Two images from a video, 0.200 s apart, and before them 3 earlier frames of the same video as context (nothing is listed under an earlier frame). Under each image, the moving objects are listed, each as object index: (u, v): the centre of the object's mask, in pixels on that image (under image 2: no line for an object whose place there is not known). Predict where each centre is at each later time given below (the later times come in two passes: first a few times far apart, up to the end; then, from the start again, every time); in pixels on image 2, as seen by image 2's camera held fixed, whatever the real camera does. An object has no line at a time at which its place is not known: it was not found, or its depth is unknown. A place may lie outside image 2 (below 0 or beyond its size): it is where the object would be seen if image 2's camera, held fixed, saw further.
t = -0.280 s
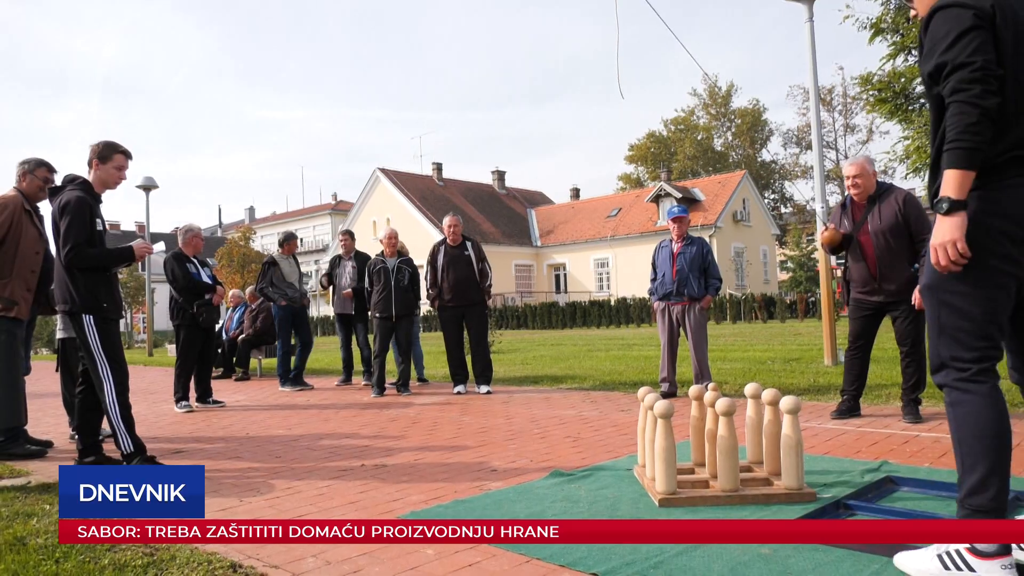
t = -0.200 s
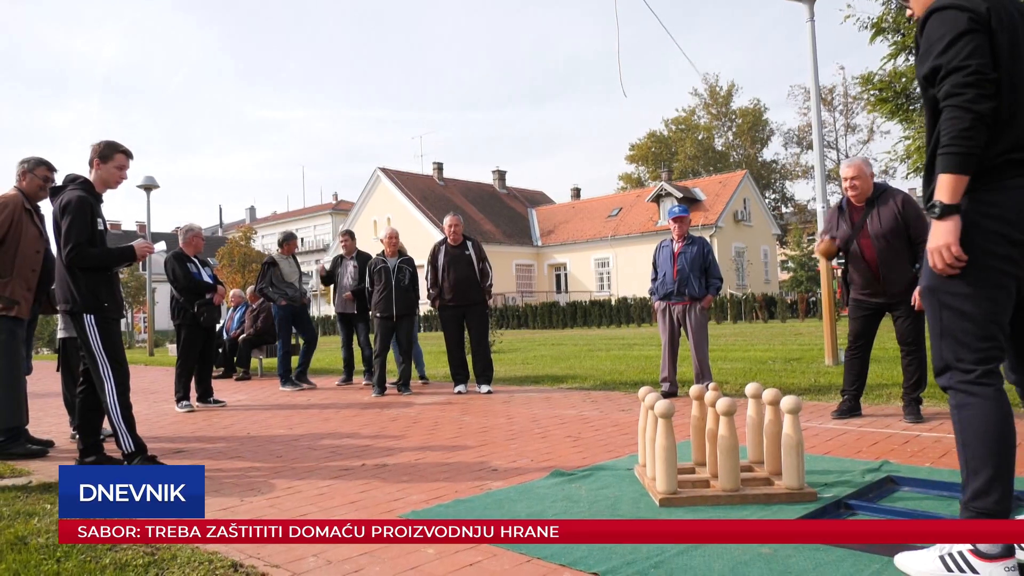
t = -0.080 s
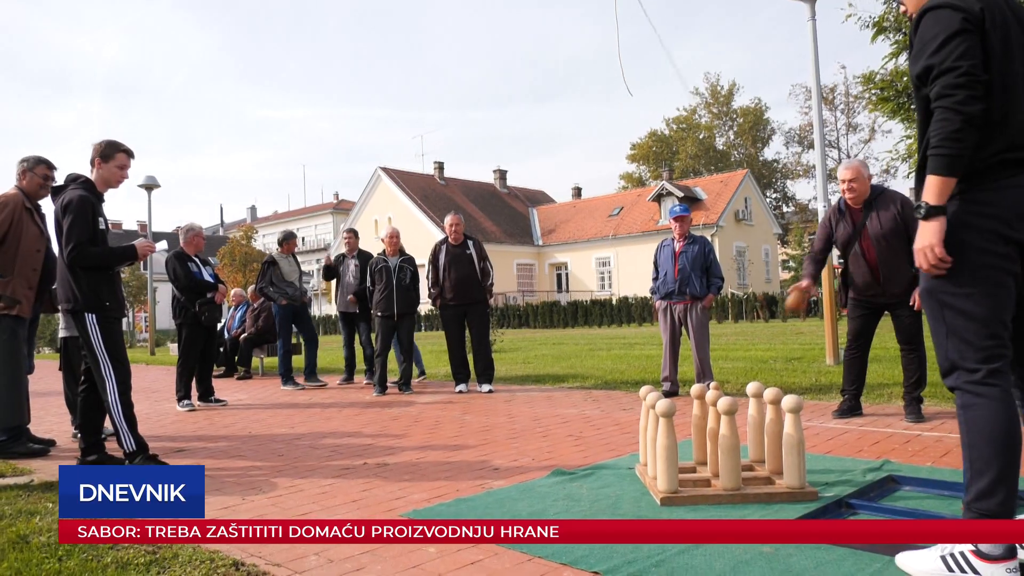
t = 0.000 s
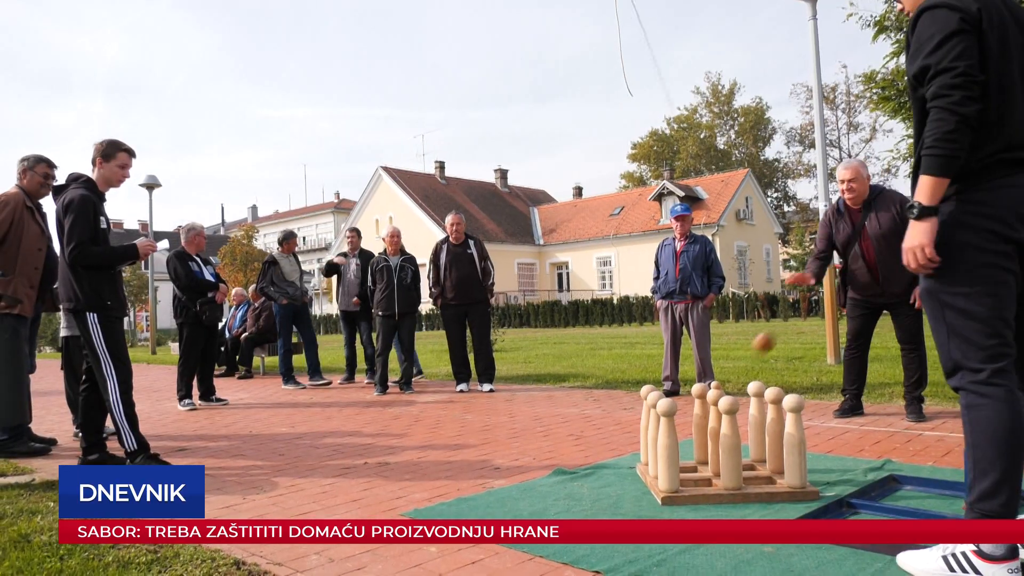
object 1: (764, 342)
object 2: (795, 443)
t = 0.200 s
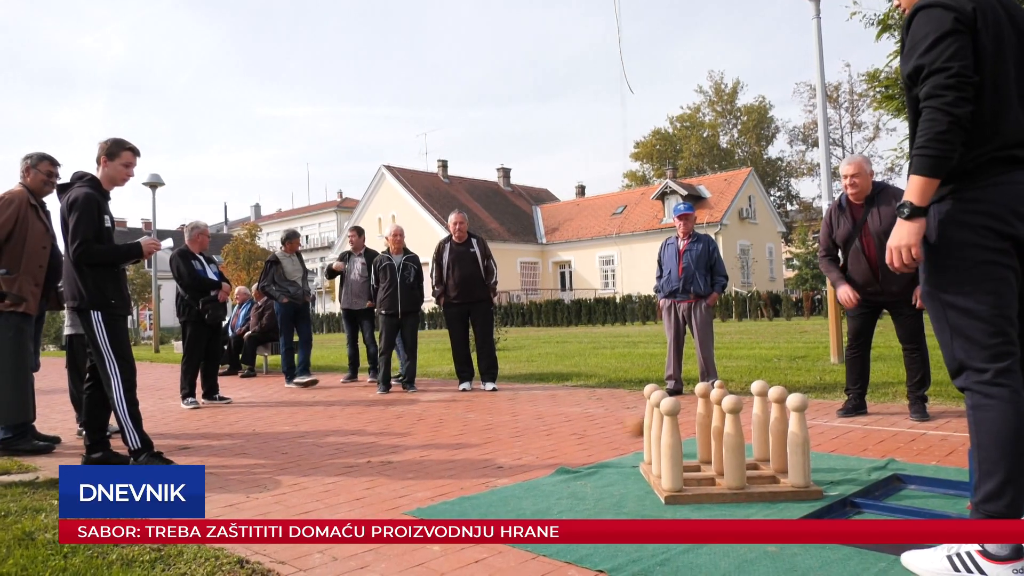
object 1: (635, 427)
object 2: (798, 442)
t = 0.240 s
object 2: (798, 442)
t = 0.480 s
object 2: (798, 442)
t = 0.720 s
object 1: (192, 195)
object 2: (798, 442)
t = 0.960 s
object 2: (798, 442)
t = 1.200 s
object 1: (126, 11)
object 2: (798, 442)
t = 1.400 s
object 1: (207, 130)
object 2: (798, 442)
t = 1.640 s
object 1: (422, 363)
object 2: (798, 442)
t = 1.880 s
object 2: (798, 442)
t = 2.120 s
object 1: (620, 434)
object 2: (798, 442)
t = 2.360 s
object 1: (600, 420)
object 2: (809, 443)
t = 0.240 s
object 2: (798, 442)
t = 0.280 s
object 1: (575, 439)
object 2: (798, 442)
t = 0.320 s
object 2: (798, 442)
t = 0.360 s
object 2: (798, 442)
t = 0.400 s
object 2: (798, 442)
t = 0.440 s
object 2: (798, 442)
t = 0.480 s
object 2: (798, 442)
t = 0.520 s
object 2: (798, 442)
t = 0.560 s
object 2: (798, 442)
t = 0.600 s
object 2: (798, 442)
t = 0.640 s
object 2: (798, 442)
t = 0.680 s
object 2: (798, 442)
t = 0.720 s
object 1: (192, 195)
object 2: (798, 442)
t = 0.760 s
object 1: (172, 160)
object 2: (798, 442)
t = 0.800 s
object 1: (152, 125)
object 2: (798, 442)
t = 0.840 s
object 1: (140, 93)
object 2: (798, 442)
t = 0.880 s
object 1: (128, 64)
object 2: (798, 442)
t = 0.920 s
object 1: (119, 39)
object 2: (798, 442)
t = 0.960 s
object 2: (798, 442)
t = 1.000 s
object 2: (798, 442)
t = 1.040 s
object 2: (798, 442)
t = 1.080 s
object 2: (798, 442)
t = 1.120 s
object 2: (798, 442)
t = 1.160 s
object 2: (798, 442)
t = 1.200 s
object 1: (126, 11)
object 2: (798, 442)
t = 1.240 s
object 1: (135, 18)
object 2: (798, 442)
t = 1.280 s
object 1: (147, 35)
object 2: (798, 442)
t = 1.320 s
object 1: (163, 62)
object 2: (798, 442)
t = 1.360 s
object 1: (183, 94)
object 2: (798, 442)
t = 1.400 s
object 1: (207, 130)
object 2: (798, 442)
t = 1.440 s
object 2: (798, 442)
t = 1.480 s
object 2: (798, 442)
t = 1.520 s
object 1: (307, 256)
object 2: (798, 442)
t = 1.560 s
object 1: (343, 292)
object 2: (798, 442)
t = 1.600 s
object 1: (379, 330)
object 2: (798, 442)
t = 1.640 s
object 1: (422, 363)
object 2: (798, 442)
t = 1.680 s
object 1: (467, 396)
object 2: (798, 442)
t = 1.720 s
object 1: (511, 417)
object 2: (798, 442)
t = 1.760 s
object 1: (550, 432)
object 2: (798, 442)
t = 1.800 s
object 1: (586, 442)
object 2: (798, 442)
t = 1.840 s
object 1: (620, 445)
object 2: (798, 442)
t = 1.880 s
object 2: (798, 442)
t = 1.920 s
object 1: (642, 444)
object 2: (798, 442)
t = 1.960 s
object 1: (638, 443)
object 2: (798, 442)
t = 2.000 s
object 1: (634, 442)
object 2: (798, 442)
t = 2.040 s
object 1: (629, 439)
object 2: (798, 442)
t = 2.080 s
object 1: (624, 436)
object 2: (798, 442)
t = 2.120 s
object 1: (620, 434)
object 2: (798, 442)
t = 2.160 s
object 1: (615, 432)
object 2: (798, 442)
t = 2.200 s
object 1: (612, 429)
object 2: (798, 442)
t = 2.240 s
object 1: (609, 428)
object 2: (798, 442)
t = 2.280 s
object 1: (605, 425)
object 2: (800, 442)
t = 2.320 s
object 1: (602, 422)
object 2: (805, 442)
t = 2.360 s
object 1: (600, 420)
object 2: (809, 443)
